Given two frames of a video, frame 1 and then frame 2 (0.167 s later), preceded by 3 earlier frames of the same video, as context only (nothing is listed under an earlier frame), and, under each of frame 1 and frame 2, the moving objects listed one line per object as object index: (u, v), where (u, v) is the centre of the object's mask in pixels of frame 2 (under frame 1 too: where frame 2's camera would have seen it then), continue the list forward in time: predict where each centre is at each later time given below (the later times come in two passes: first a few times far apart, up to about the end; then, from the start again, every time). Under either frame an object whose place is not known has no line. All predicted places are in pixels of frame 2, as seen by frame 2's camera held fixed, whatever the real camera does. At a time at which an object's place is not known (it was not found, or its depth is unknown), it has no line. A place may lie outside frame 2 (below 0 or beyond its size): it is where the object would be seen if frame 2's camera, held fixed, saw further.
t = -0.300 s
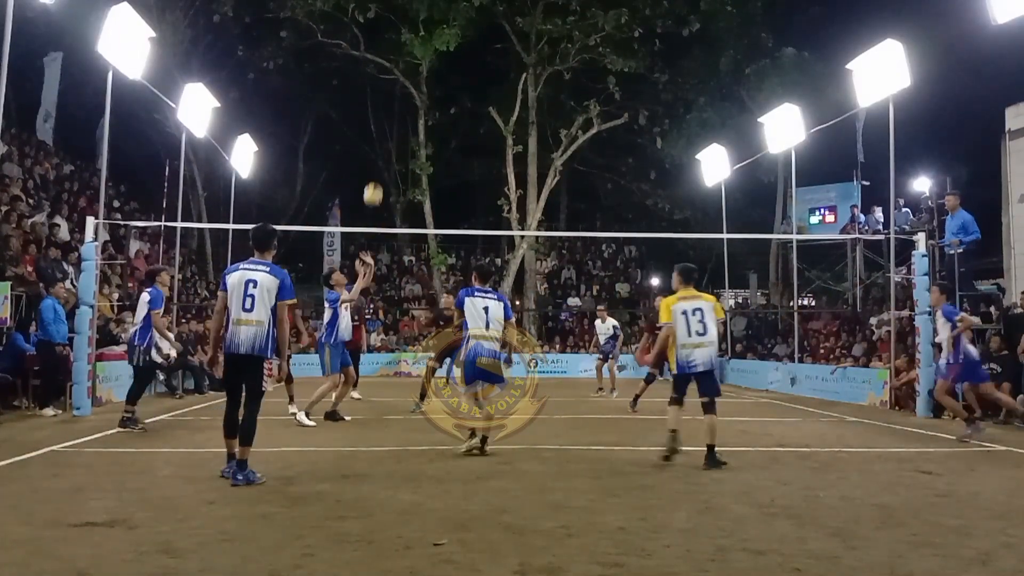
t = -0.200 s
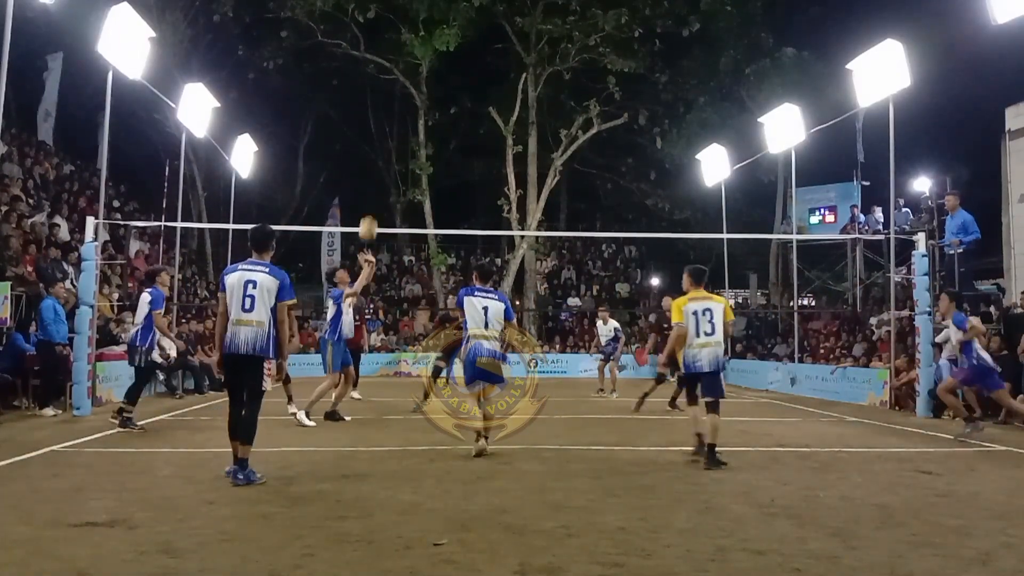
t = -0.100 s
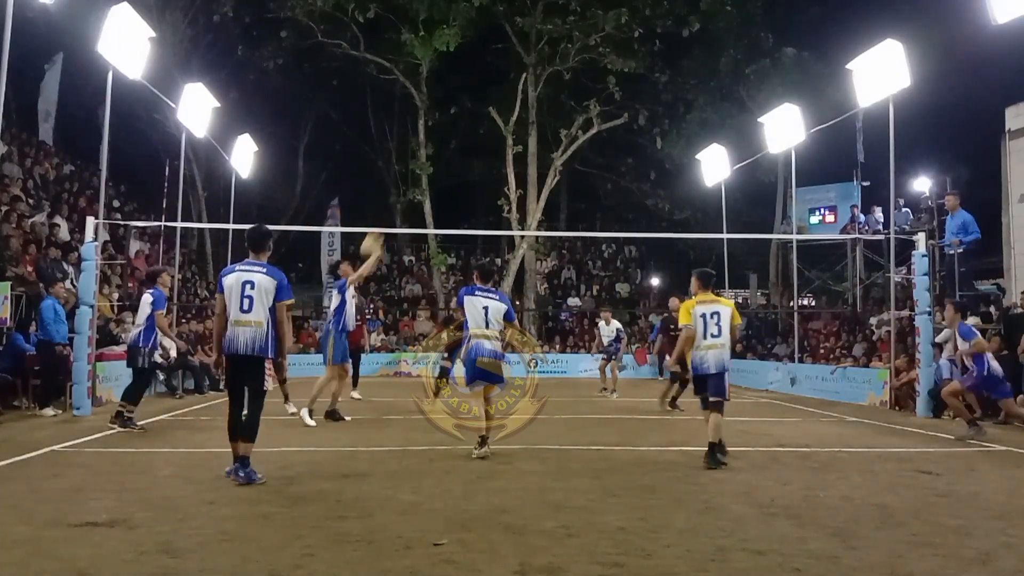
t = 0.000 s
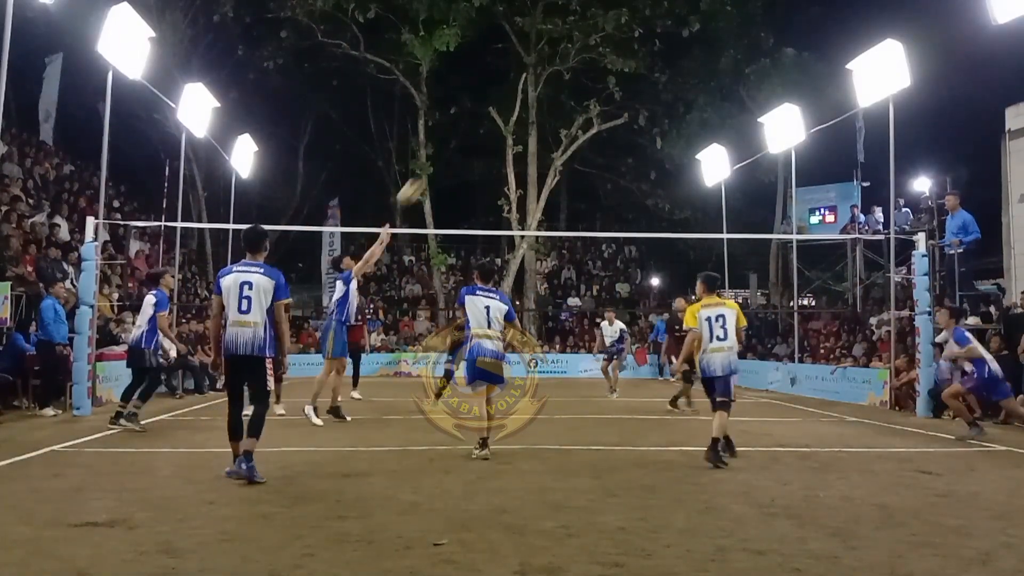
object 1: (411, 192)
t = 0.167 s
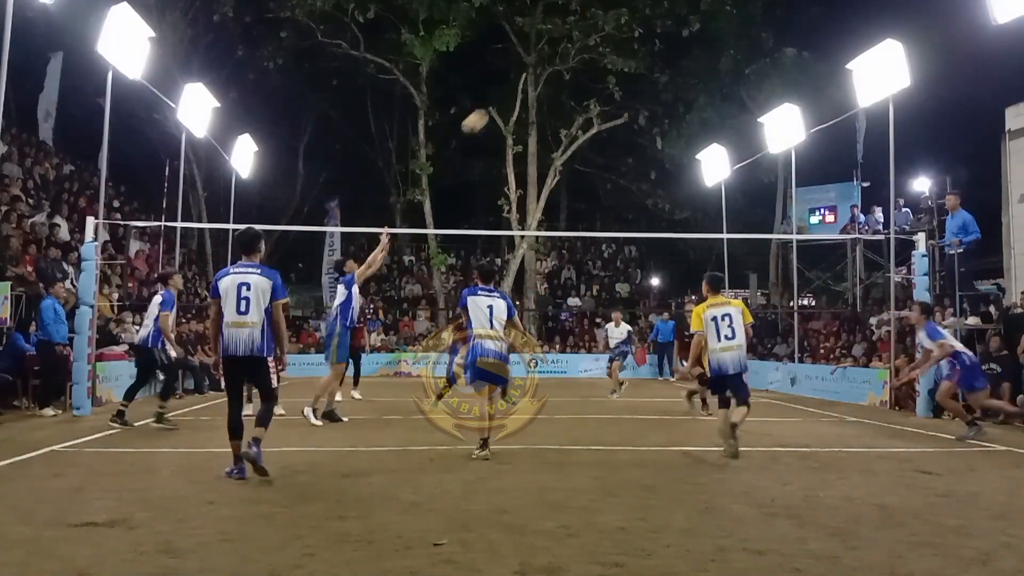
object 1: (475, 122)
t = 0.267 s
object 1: (513, 92)
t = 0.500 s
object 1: (600, 53)
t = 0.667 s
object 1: (658, 51)
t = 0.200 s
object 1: (488, 111)
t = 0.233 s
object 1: (501, 101)
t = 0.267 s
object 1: (513, 92)
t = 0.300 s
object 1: (526, 83)
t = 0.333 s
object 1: (539, 75)
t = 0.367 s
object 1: (551, 69)
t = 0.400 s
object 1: (563, 64)
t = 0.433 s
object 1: (575, 60)
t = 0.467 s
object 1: (587, 56)
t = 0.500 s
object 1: (600, 53)
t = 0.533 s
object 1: (611, 51)
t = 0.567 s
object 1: (623, 50)
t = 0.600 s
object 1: (635, 49)
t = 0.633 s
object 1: (647, 50)
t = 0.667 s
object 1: (658, 51)
